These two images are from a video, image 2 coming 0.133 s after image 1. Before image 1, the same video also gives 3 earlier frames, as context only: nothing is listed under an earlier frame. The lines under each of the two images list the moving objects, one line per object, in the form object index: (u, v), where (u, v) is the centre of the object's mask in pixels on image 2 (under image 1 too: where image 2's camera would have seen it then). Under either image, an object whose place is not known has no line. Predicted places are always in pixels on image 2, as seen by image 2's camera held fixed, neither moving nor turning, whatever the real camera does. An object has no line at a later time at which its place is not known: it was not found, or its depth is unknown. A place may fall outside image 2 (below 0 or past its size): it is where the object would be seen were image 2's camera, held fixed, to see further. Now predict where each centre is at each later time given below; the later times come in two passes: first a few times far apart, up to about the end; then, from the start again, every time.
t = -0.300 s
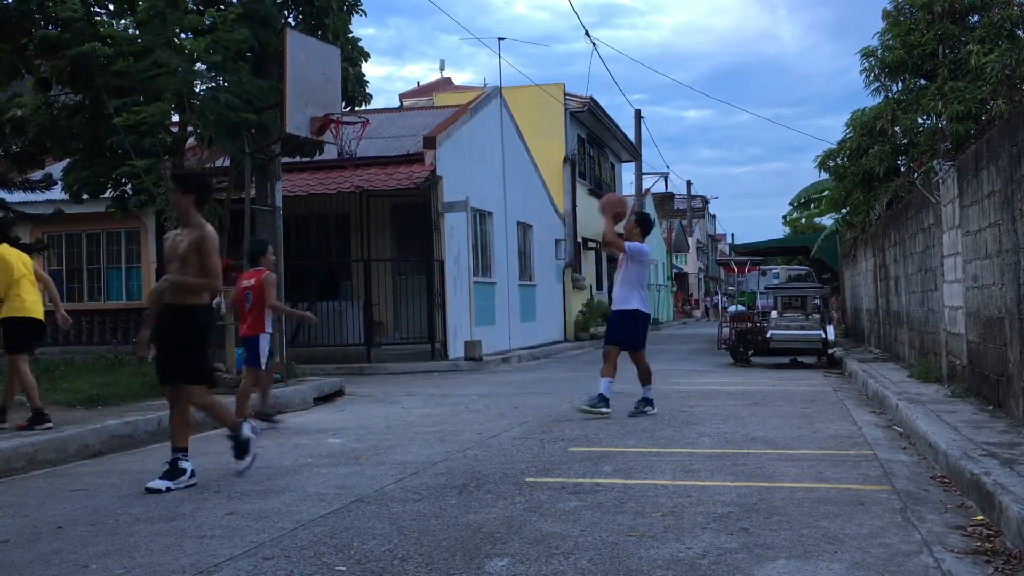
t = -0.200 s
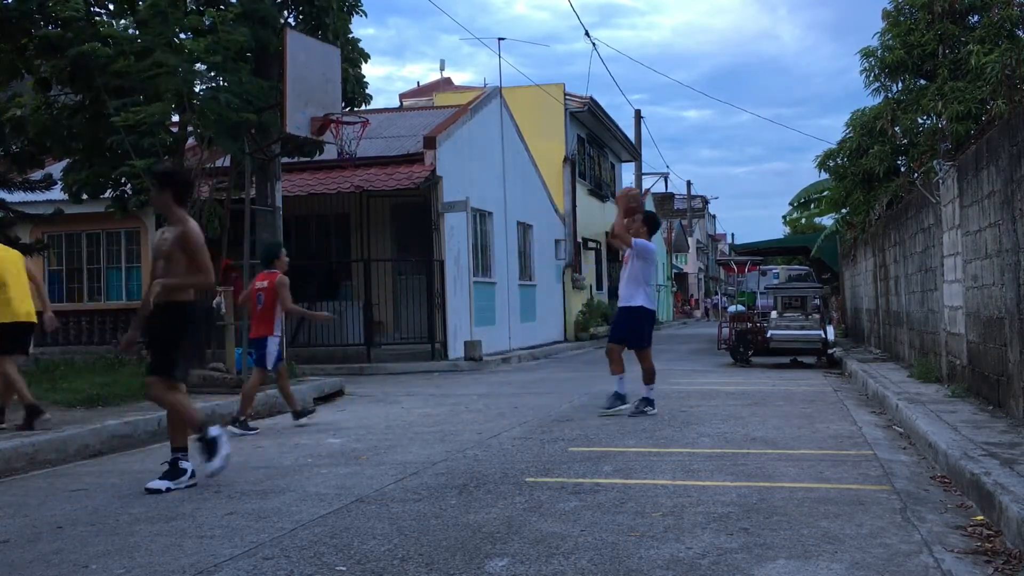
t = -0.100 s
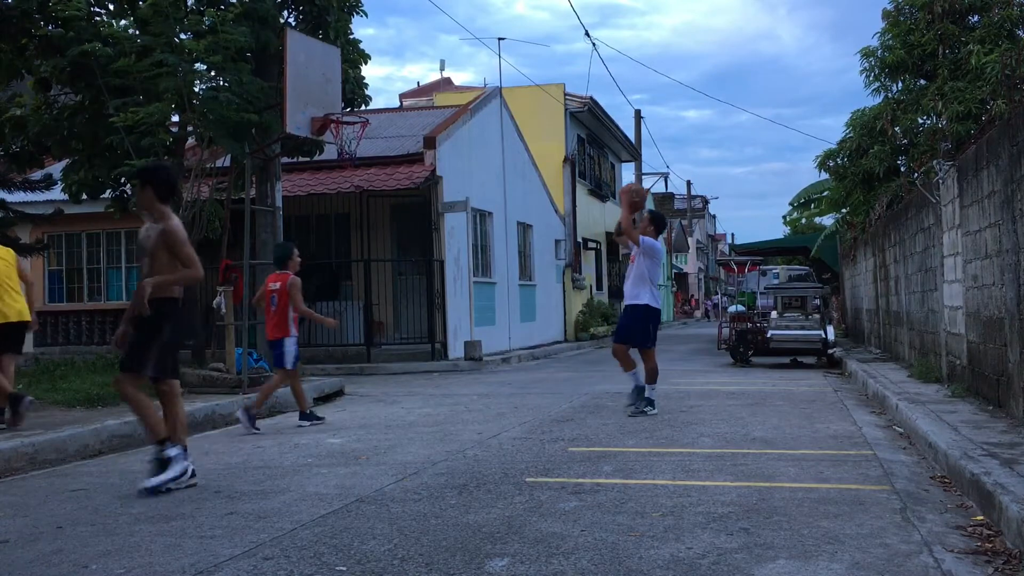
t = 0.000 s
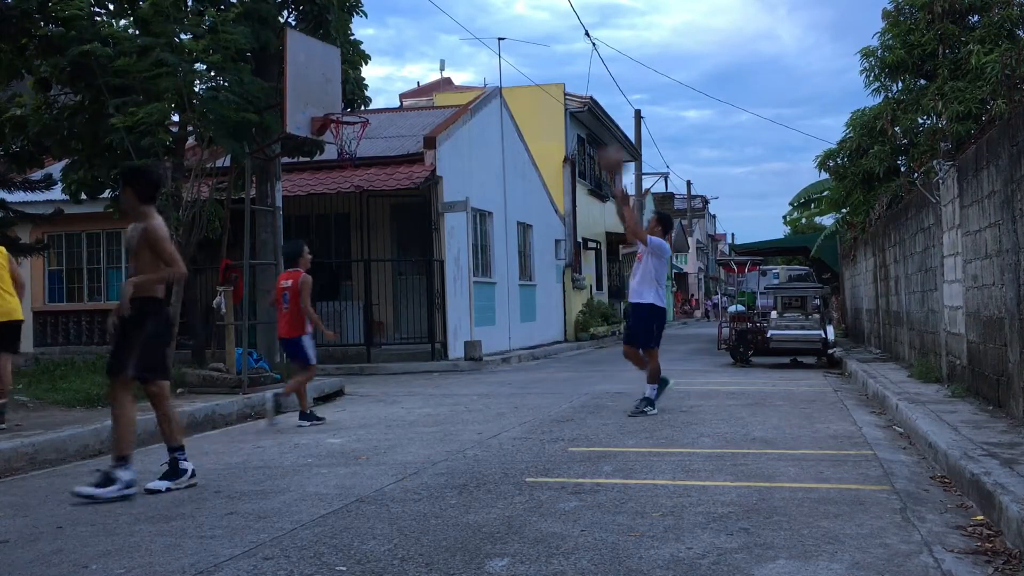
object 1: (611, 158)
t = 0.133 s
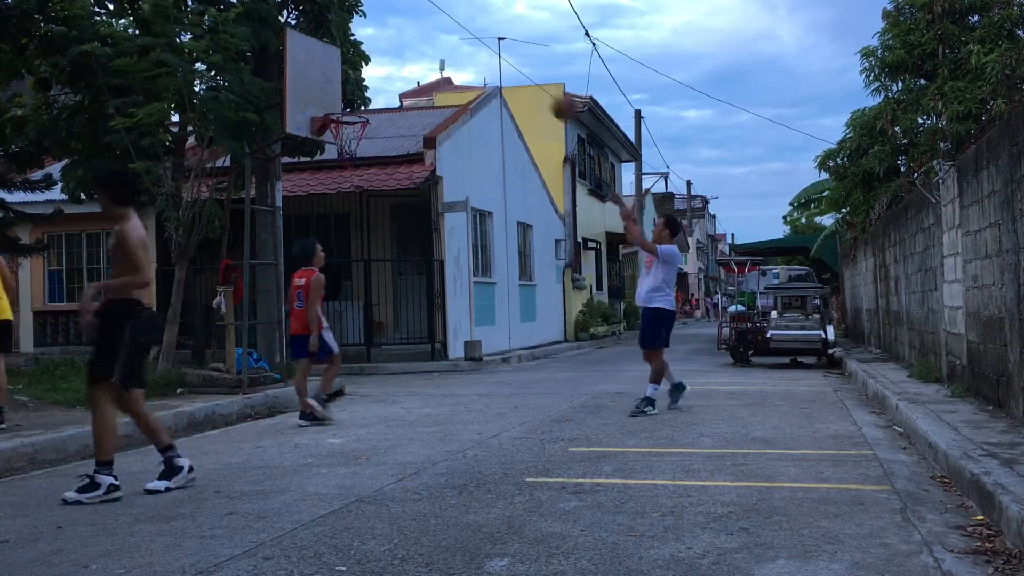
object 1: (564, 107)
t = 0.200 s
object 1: (541, 88)
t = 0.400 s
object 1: (474, 59)
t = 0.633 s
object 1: (403, 79)
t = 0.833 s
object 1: (366, 104)
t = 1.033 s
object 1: (356, 108)
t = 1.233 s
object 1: (342, 109)
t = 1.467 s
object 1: (332, 105)
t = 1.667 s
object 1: (334, 105)
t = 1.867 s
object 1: (344, 126)
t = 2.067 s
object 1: (357, 138)
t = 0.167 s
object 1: (552, 96)
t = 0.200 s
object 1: (541, 88)
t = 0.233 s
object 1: (530, 80)
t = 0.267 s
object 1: (518, 74)
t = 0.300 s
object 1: (507, 68)
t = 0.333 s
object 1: (496, 64)
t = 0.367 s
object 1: (484, 61)
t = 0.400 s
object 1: (474, 59)
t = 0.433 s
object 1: (464, 59)
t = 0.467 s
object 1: (454, 59)
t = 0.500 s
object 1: (443, 61)
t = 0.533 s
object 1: (433, 64)
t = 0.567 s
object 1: (422, 68)
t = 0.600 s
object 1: (413, 73)
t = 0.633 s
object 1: (403, 79)
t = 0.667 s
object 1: (393, 86)
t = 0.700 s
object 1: (383, 94)
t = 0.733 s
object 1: (374, 104)
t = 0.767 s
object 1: (369, 107)
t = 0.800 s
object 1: (367, 105)
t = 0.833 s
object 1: (366, 104)
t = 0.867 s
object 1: (365, 103)
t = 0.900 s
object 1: (363, 104)
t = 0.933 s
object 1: (362, 105)
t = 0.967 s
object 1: (361, 108)
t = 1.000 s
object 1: (359, 108)
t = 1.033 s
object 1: (356, 108)
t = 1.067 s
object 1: (353, 108)
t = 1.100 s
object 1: (351, 108)
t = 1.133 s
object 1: (348, 110)
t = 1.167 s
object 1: (346, 110)
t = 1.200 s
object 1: (344, 109)
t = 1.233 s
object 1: (342, 109)
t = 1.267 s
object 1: (340, 108)
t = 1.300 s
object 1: (338, 107)
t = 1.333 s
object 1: (337, 107)
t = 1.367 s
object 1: (335, 106)
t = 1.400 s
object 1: (334, 106)
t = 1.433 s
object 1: (333, 105)
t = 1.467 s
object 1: (332, 105)
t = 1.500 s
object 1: (332, 105)
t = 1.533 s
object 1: (332, 105)
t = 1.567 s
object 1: (332, 104)
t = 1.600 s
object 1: (332, 105)
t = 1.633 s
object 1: (333, 105)
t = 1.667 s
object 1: (334, 105)
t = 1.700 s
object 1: (335, 108)
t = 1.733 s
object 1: (337, 109)
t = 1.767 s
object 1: (339, 112)
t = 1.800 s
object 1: (340, 116)
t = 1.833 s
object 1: (342, 120)
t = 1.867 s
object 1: (344, 126)
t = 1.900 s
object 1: (345, 132)
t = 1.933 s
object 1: (347, 140)
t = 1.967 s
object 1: (351, 140)
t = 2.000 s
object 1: (352, 139)
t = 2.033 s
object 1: (355, 138)
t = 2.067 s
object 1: (357, 138)
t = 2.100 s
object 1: (360, 139)
